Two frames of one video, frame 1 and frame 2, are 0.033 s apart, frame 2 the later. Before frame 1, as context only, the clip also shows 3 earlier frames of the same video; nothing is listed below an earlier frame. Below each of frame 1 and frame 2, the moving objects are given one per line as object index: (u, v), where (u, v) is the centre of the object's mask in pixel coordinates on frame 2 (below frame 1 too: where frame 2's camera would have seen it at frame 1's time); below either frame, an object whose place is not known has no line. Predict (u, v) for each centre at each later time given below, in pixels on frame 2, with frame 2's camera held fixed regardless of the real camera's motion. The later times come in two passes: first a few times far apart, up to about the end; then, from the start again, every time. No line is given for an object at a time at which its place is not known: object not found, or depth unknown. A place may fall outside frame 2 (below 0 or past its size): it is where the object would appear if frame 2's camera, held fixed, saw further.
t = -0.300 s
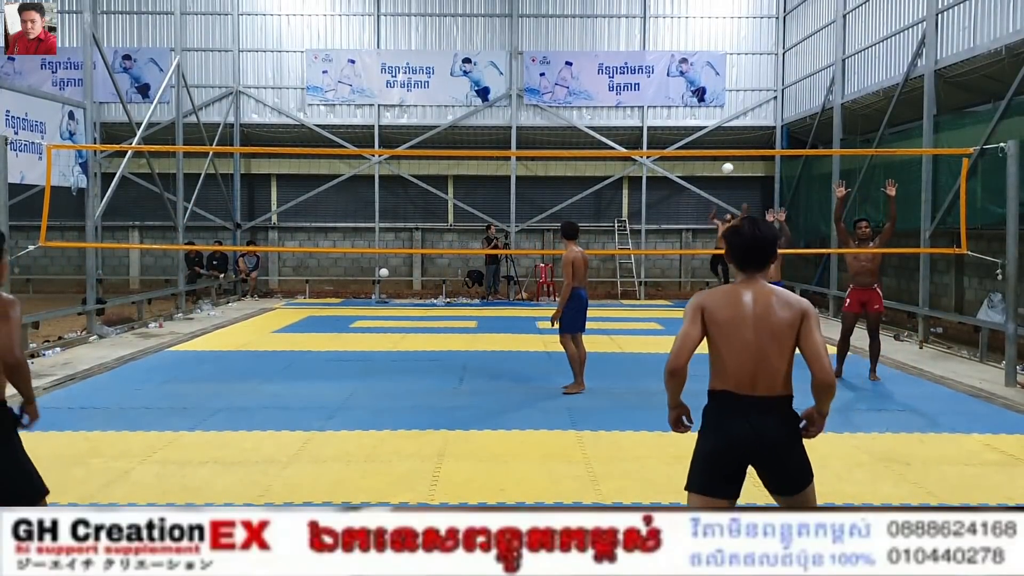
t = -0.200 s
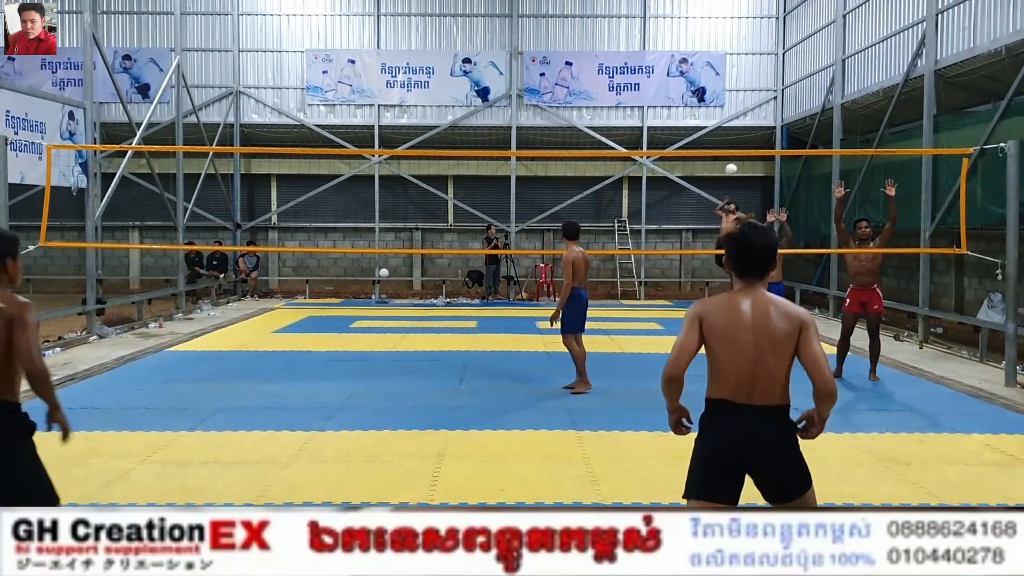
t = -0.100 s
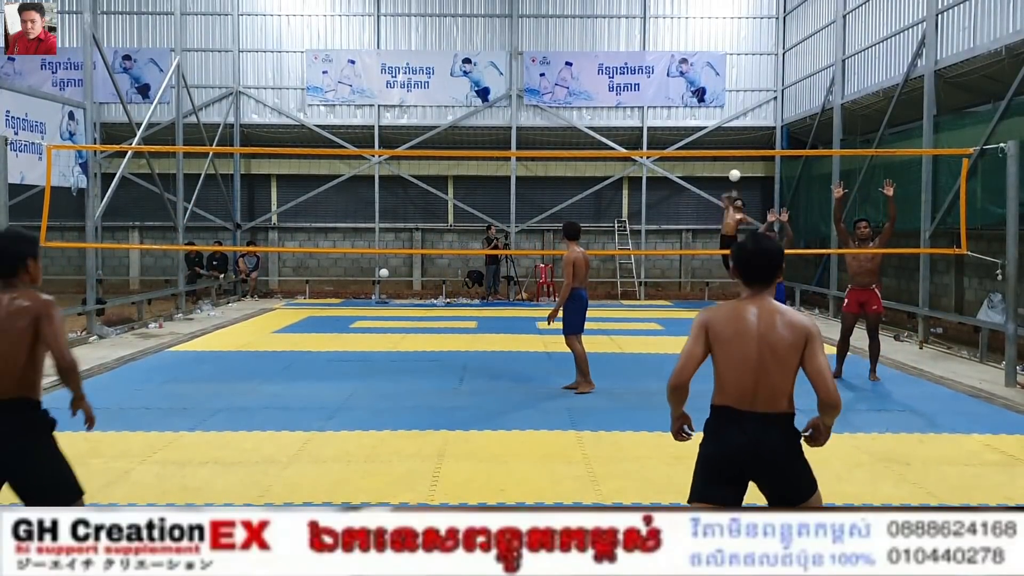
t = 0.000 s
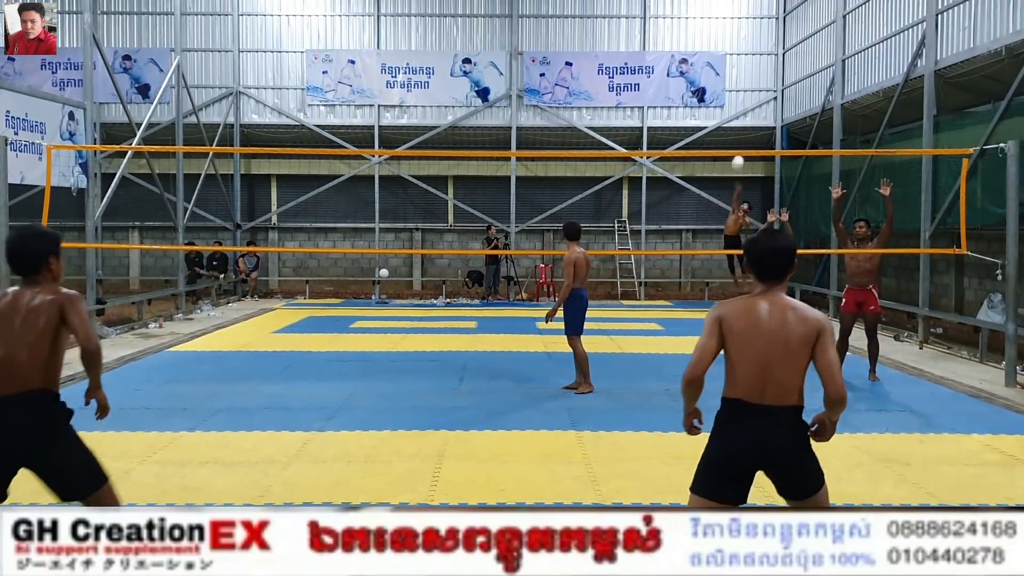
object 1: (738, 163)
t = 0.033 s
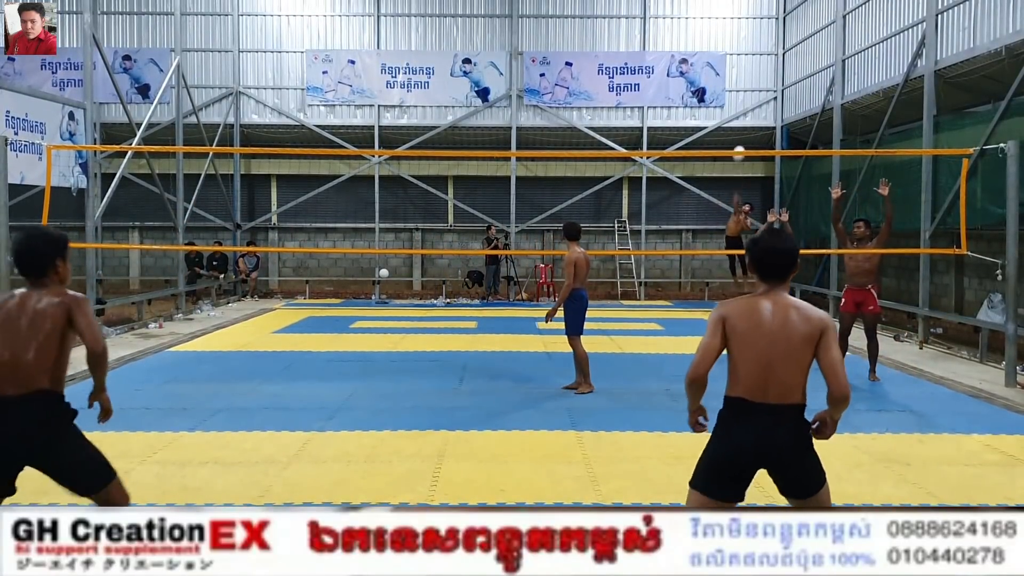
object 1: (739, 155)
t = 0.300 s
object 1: (743, 84)
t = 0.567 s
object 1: (740, 34)
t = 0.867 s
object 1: (722, 50)
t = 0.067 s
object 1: (740, 144)
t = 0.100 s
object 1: (740, 136)
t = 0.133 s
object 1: (741, 128)
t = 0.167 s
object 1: (742, 118)
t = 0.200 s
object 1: (744, 106)
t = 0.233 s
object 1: (744, 101)
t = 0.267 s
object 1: (743, 92)
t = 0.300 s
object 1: (743, 84)
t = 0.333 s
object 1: (742, 77)
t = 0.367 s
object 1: (741, 70)
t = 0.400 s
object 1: (741, 62)
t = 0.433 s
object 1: (741, 55)
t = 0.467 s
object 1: (741, 49)
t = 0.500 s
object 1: (741, 43)
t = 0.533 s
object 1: (740, 38)
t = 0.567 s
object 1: (740, 34)
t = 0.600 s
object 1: (739, 31)
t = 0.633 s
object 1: (738, 28)
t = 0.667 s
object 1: (736, 27)
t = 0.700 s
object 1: (734, 26)
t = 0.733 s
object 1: (732, 28)
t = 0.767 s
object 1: (730, 30)
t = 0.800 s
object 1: (727, 35)
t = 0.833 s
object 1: (725, 42)
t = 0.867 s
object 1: (722, 50)
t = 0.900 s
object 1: (720, 62)
